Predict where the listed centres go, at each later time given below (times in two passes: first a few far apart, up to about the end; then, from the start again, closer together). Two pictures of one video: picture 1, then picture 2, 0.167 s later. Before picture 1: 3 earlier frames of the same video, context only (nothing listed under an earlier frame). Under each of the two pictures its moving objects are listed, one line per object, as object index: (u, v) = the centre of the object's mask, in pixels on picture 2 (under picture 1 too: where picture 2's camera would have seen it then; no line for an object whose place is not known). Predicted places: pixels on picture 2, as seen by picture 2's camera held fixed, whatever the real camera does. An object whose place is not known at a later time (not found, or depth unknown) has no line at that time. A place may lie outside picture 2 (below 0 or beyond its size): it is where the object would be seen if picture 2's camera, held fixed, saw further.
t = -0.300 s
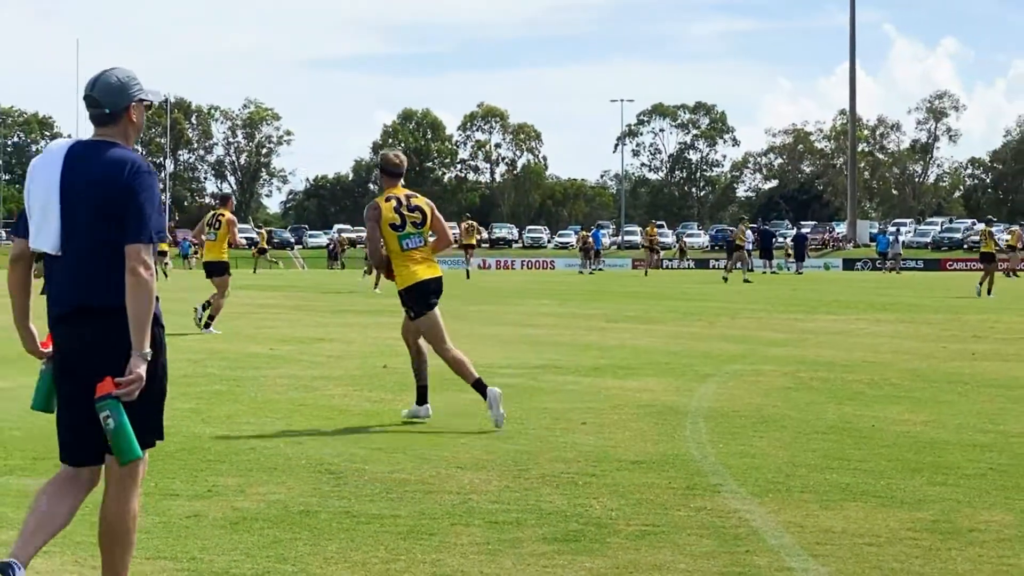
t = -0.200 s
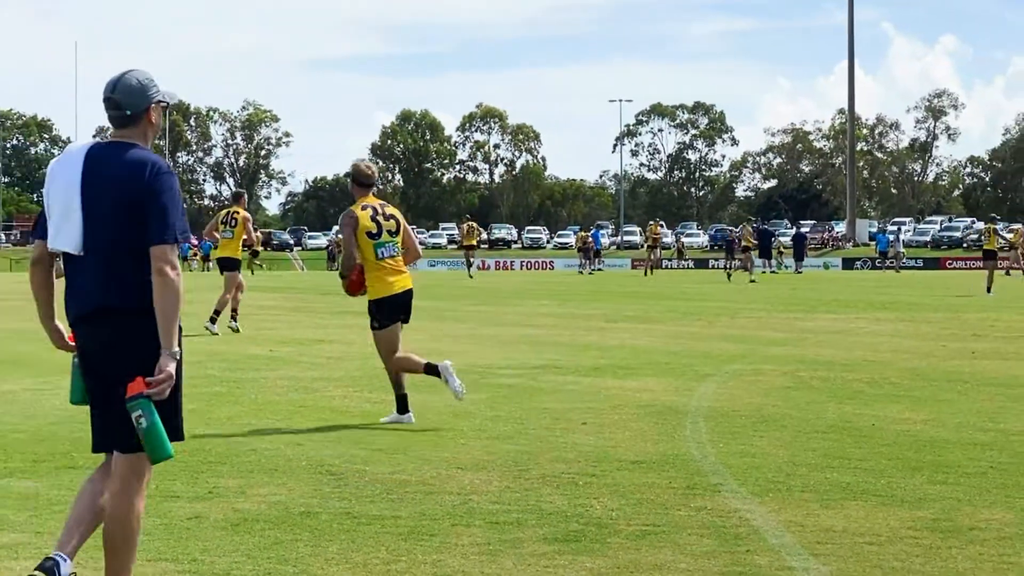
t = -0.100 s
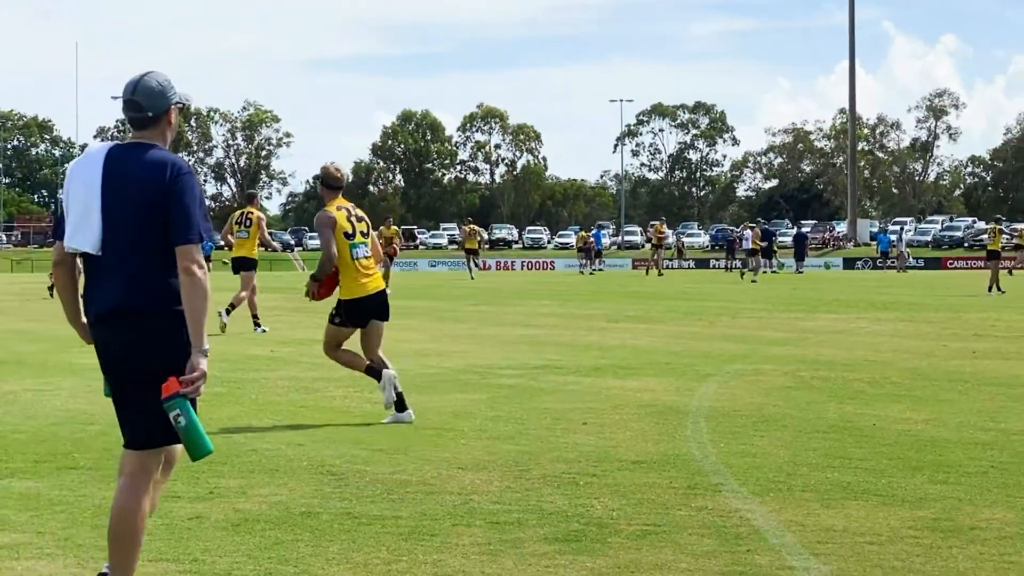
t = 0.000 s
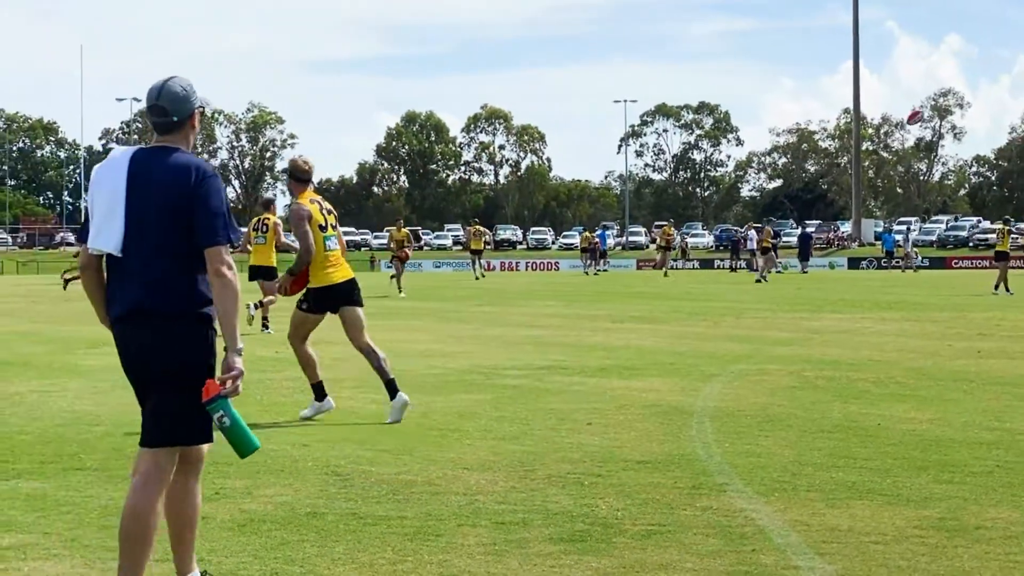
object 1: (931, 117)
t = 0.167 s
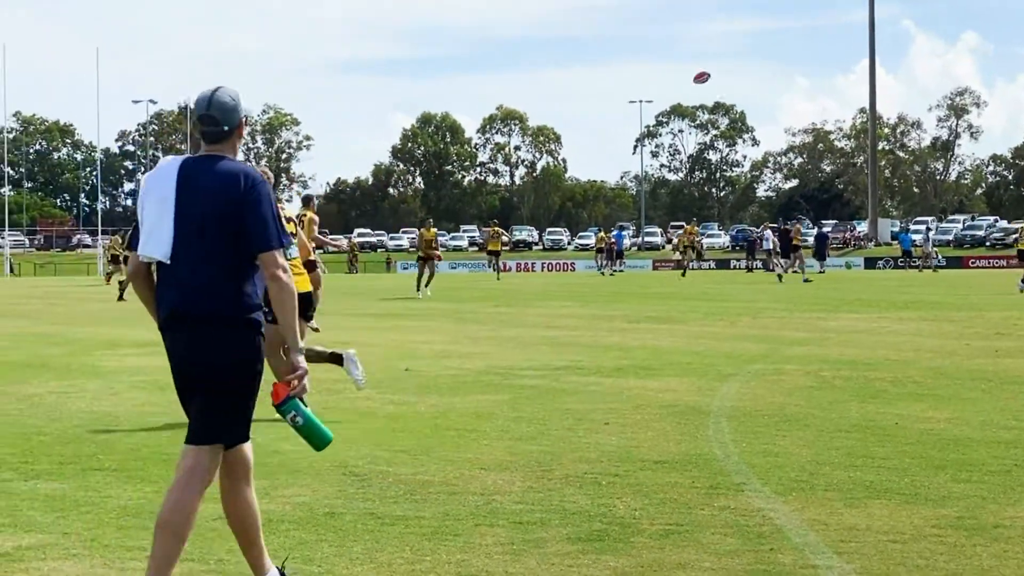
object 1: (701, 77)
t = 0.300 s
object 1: (544, 58)
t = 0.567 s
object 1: (276, 43)
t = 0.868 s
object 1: (34, 53)
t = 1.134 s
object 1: (-155, 89)
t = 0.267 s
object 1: (581, 62)
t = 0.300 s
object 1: (544, 58)
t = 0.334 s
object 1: (508, 54)
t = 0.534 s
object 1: (307, 43)
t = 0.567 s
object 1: (276, 43)
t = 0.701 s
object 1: (165, 43)
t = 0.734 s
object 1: (137, 45)
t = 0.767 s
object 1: (111, 46)
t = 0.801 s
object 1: (85, 48)
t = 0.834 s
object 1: (59, 51)
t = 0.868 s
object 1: (34, 53)
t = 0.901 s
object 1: (9, 57)
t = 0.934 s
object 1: (-16, 60)
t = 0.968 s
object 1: (-39, 64)
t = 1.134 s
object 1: (-155, 89)
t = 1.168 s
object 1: (-177, 96)
